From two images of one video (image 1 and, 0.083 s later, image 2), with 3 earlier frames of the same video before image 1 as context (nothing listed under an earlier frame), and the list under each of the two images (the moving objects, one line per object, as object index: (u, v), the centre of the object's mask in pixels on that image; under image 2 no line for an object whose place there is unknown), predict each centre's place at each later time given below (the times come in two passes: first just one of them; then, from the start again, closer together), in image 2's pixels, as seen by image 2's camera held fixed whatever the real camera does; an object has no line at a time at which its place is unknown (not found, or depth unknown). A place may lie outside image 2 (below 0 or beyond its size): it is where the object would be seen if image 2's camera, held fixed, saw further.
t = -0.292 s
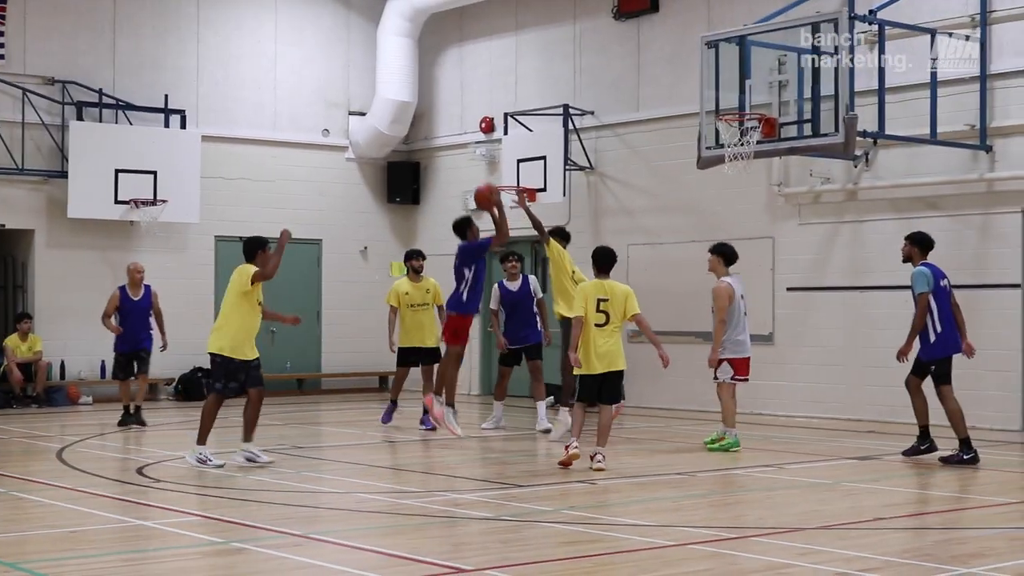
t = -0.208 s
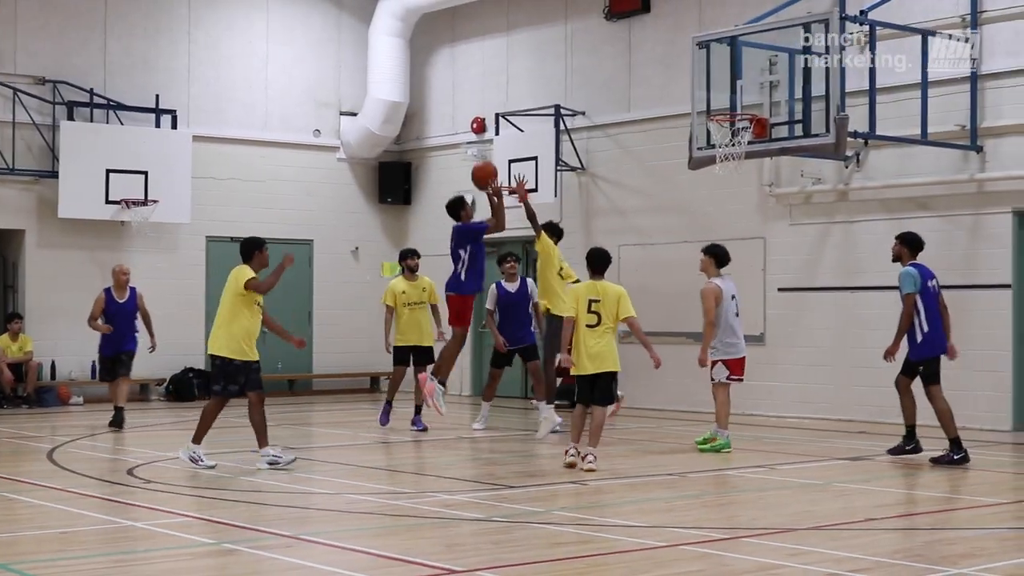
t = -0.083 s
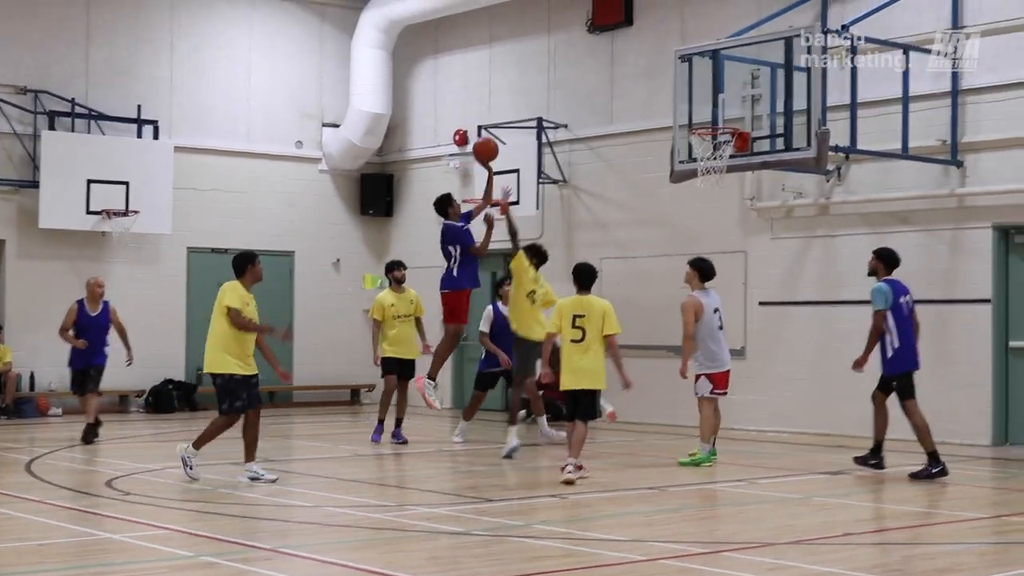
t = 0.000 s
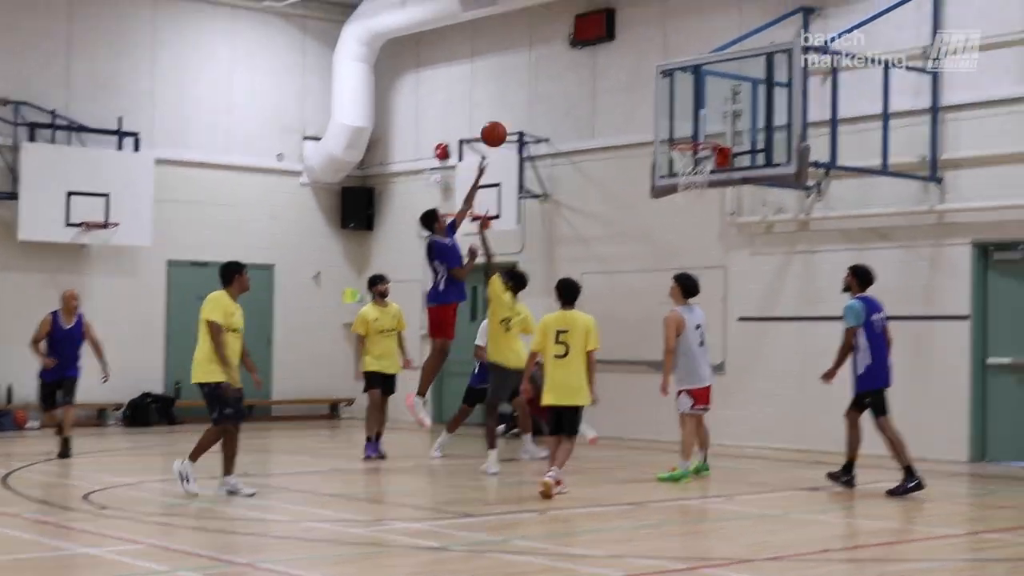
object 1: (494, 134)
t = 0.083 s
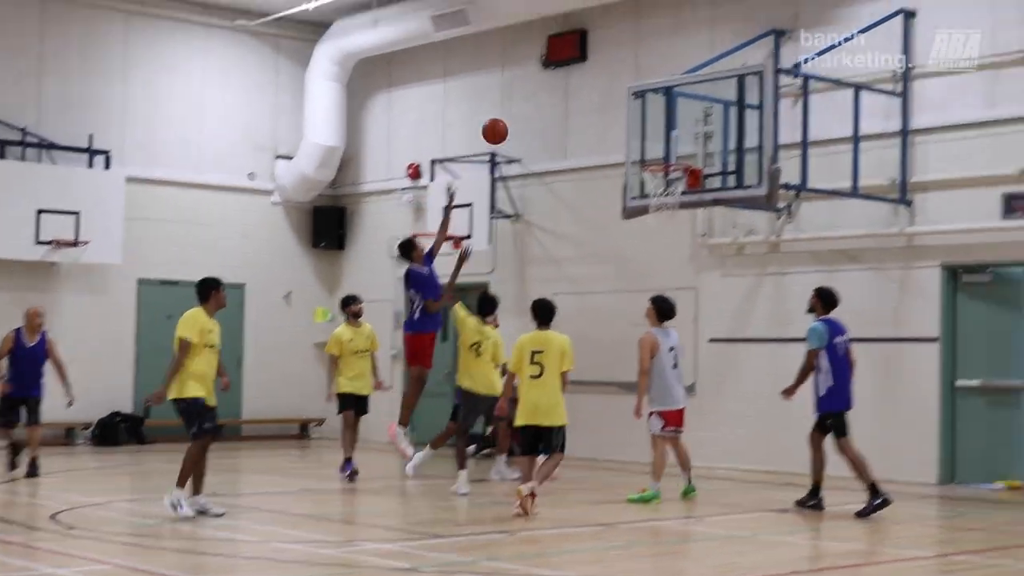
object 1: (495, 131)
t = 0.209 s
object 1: (535, 112)
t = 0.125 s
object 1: (506, 124)
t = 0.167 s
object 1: (524, 116)
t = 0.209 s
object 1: (535, 112)
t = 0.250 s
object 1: (552, 109)
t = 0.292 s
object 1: (562, 108)
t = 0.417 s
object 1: (606, 116)
